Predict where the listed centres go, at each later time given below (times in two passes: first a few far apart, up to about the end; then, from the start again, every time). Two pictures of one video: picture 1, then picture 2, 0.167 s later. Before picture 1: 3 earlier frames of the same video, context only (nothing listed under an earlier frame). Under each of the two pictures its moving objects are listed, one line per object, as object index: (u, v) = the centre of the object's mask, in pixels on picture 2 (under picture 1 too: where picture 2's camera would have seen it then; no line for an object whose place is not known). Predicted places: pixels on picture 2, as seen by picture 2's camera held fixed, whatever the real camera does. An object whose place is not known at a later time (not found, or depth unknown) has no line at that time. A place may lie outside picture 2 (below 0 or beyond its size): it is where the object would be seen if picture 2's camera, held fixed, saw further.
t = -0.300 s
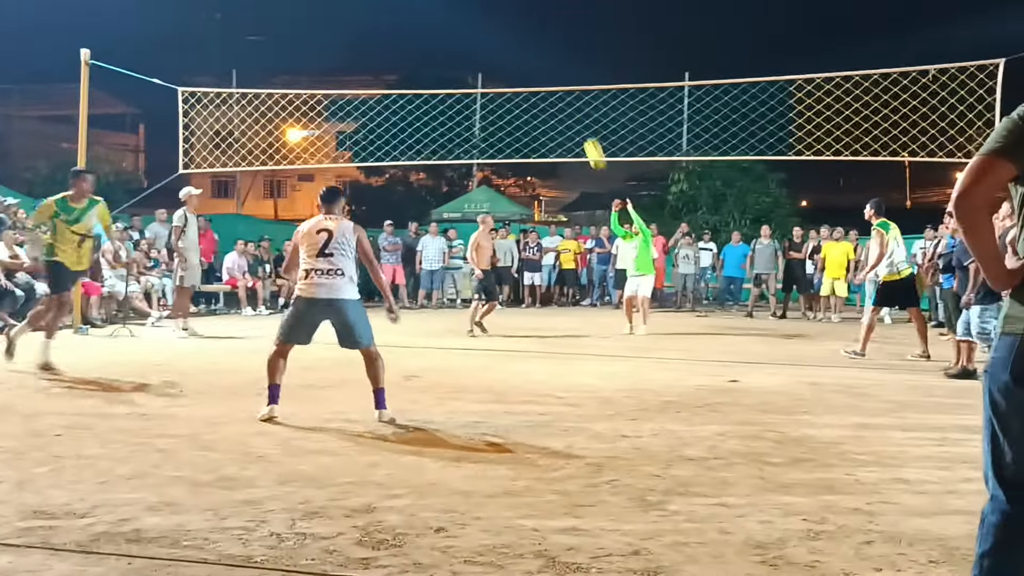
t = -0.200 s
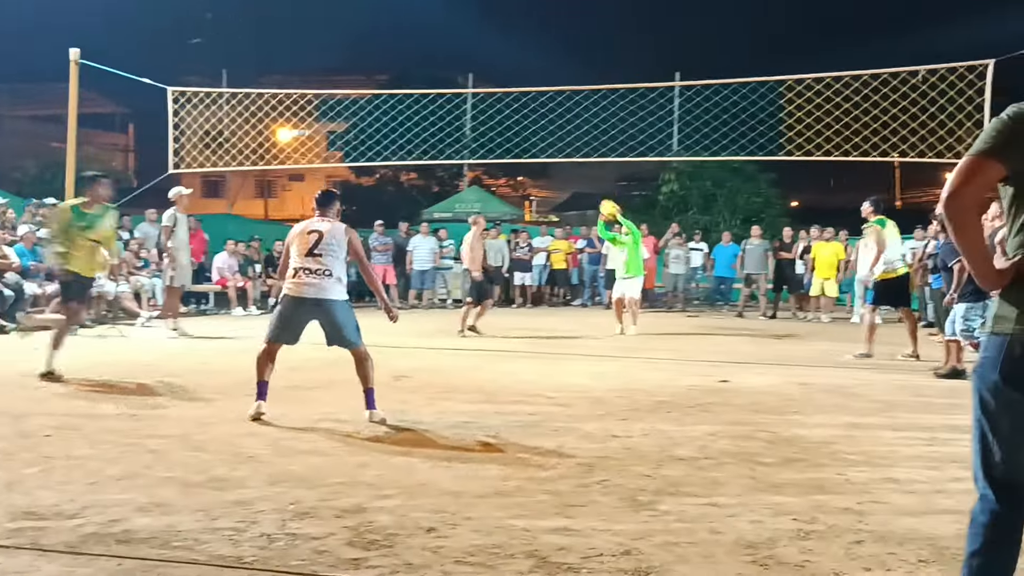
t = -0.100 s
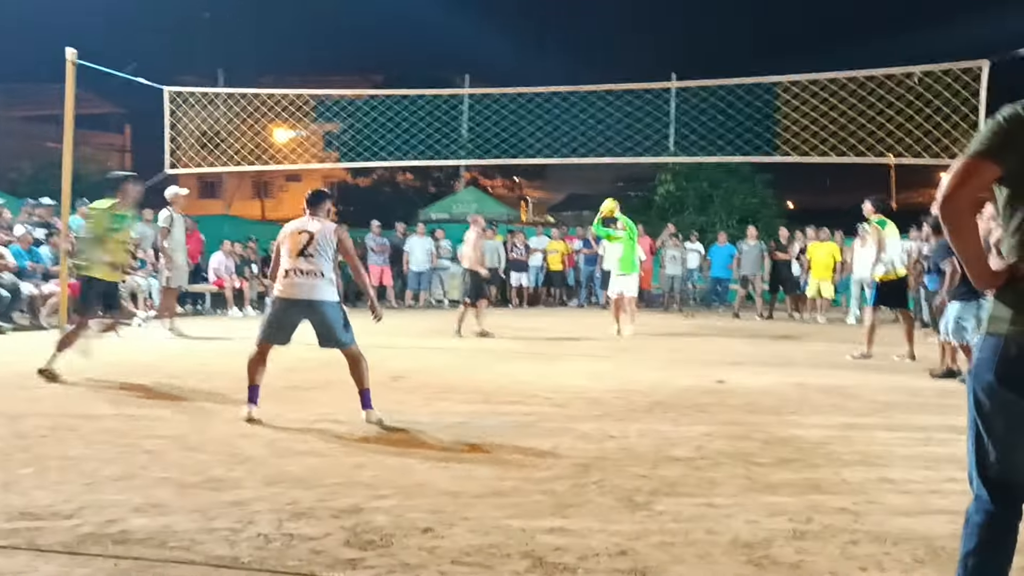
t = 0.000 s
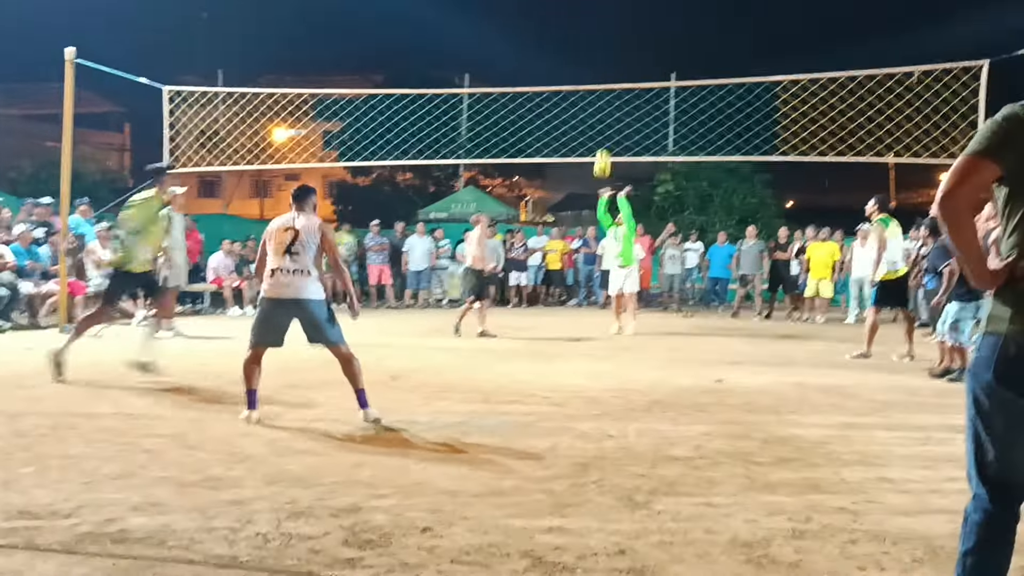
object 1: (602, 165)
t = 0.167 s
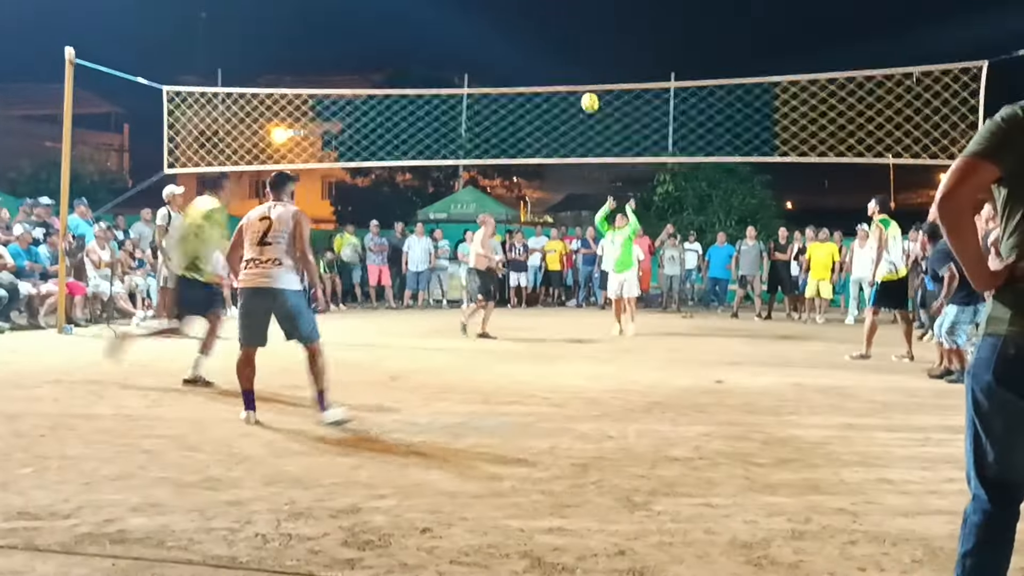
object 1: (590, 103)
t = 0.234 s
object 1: (584, 82)
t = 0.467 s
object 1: (566, 40)
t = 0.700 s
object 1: (546, 39)
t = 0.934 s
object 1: (526, 83)
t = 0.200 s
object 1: (587, 92)
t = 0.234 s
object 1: (584, 82)
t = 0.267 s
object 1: (582, 73)
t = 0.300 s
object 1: (579, 66)
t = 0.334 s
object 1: (577, 59)
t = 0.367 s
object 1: (574, 53)
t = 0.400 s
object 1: (571, 48)
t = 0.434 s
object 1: (569, 44)
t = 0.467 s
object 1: (566, 40)
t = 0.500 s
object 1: (563, 37)
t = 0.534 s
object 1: (560, 35)
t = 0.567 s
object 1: (557, 34)
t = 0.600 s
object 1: (555, 34)
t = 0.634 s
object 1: (552, 35)
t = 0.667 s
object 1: (549, 36)
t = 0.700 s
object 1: (546, 39)
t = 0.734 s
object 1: (543, 42)
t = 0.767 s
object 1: (540, 47)
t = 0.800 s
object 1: (537, 52)
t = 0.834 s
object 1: (535, 58)
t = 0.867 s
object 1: (532, 65)
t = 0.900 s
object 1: (529, 74)
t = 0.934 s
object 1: (526, 83)
